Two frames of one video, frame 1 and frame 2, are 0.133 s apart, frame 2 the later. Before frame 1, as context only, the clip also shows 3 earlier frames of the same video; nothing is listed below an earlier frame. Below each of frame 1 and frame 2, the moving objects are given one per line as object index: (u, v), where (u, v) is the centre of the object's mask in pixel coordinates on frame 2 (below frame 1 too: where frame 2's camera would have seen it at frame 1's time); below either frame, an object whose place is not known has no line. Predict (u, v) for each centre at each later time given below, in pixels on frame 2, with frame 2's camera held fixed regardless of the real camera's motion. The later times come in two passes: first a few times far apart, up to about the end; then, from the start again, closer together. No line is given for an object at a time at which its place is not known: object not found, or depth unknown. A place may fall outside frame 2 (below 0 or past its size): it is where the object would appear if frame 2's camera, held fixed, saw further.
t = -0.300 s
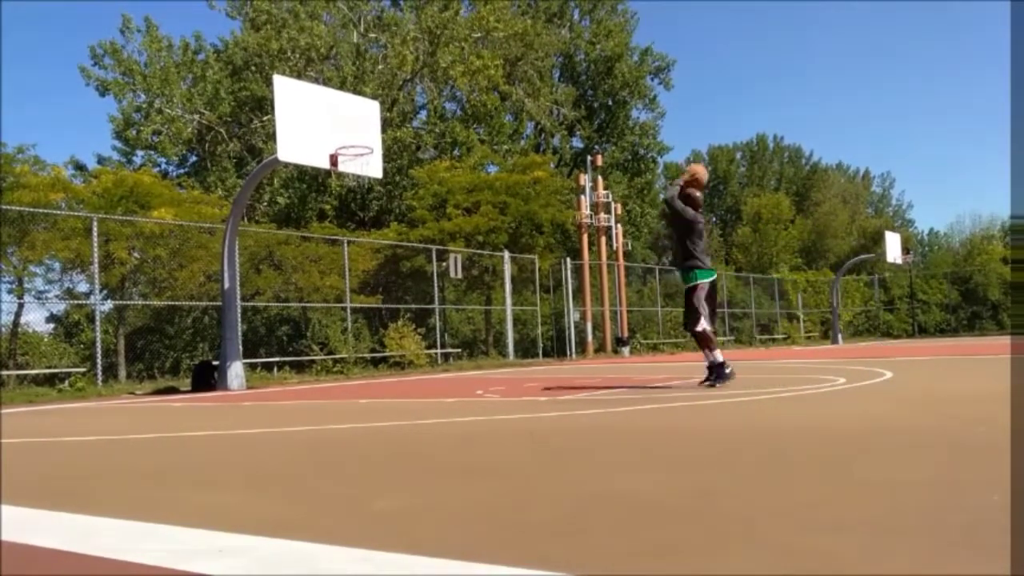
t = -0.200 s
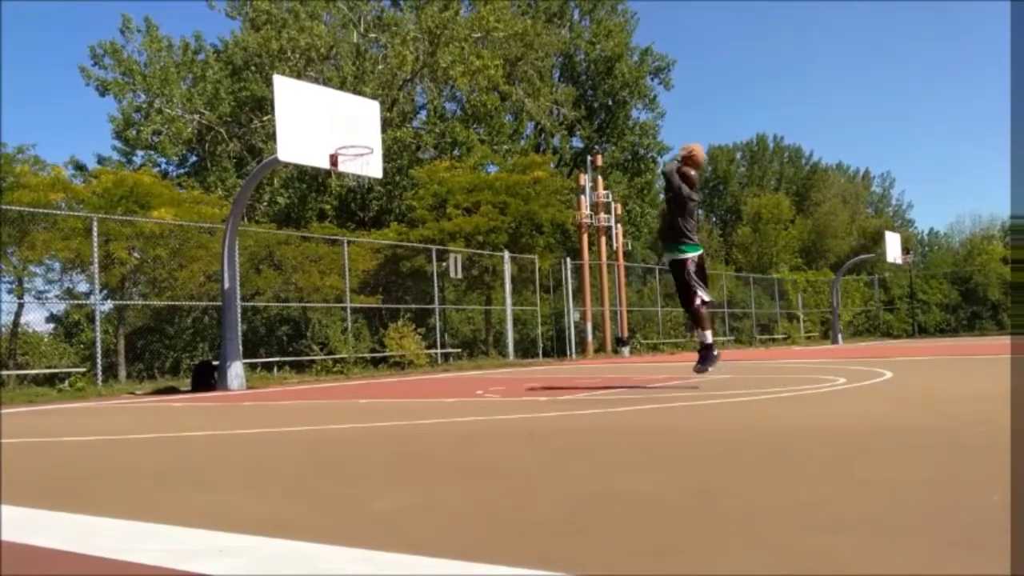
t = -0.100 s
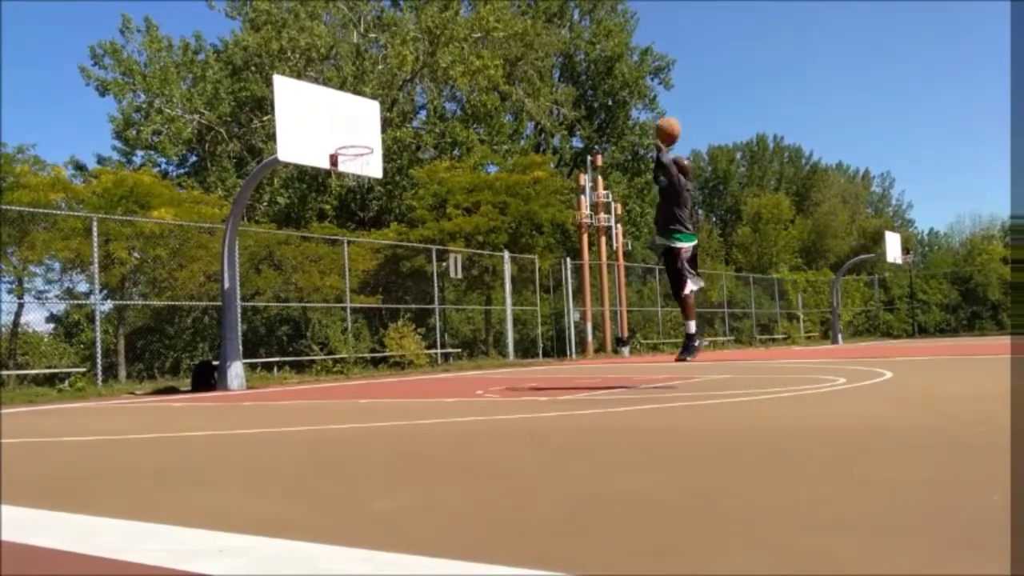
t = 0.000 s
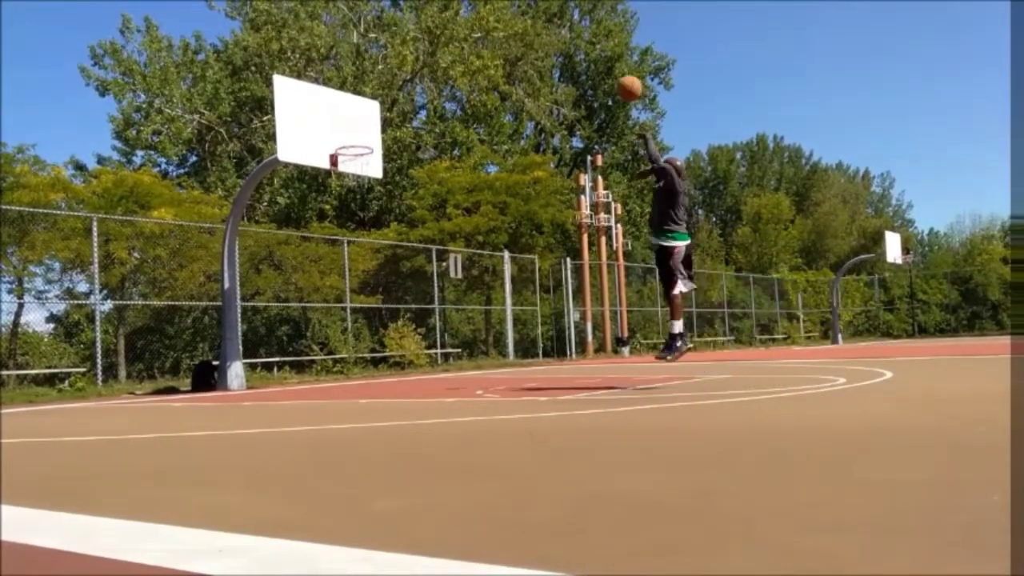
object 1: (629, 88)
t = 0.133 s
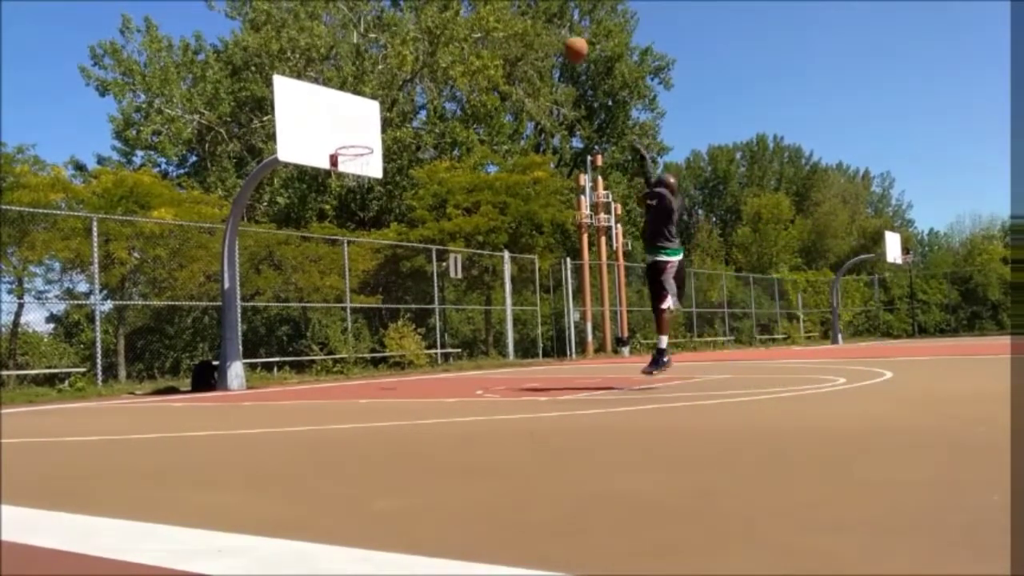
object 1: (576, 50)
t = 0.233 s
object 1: (539, 31)
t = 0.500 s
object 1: (457, 34)
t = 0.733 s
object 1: (395, 83)
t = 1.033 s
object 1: (350, 158)
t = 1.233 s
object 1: (352, 158)
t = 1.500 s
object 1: (356, 175)
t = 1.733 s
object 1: (354, 195)
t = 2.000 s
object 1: (353, 266)
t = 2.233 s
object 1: (354, 370)
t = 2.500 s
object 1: (349, 292)
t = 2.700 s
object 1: (345, 258)
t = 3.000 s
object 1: (342, 265)
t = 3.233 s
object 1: (342, 319)
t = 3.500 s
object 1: (340, 346)
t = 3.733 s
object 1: (333, 300)
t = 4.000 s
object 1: (326, 301)
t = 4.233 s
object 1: (323, 350)
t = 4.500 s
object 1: (319, 336)
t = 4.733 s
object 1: (316, 325)
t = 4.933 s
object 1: (316, 349)
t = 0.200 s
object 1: (551, 36)
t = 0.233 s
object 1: (539, 31)
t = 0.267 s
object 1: (529, 28)
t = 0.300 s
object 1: (517, 27)
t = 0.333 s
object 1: (506, 25)
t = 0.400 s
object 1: (485, 26)
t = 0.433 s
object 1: (475, 28)
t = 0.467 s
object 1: (466, 31)
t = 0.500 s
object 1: (457, 34)
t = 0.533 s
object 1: (446, 39)
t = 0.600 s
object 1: (429, 52)
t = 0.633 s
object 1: (420, 58)
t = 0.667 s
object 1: (412, 66)
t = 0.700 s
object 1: (403, 73)
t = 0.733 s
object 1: (395, 83)
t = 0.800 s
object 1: (380, 103)
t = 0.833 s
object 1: (372, 115)
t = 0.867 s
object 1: (365, 127)
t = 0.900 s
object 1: (357, 138)
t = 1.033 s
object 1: (350, 158)
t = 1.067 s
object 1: (350, 158)
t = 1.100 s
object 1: (350, 158)
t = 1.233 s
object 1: (352, 158)
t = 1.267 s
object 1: (353, 159)
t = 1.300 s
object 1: (353, 160)
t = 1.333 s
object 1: (354, 162)
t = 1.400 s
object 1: (354, 168)
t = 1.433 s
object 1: (355, 171)
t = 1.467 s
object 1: (355, 173)
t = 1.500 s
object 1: (356, 175)
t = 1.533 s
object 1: (356, 177)
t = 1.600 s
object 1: (355, 182)
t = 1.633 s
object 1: (355, 184)
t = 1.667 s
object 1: (355, 186)
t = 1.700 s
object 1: (355, 190)
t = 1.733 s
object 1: (354, 195)
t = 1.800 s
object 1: (354, 208)
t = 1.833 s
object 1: (354, 215)
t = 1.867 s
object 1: (354, 224)
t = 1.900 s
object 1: (354, 233)
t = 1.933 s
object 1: (354, 243)
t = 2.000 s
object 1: (353, 266)
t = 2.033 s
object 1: (354, 278)
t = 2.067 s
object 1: (354, 292)
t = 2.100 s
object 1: (354, 306)
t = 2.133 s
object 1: (354, 320)
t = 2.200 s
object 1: (354, 353)
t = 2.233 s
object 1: (354, 370)
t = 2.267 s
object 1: (354, 374)
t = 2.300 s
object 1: (354, 359)
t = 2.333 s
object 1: (352, 346)
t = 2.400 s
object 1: (351, 322)
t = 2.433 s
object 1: (350, 311)
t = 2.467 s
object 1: (349, 301)
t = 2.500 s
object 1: (349, 292)
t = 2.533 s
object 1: (348, 285)
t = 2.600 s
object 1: (347, 271)
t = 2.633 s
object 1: (346, 266)
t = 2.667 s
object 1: (346, 262)
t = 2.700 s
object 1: (345, 258)
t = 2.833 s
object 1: (344, 253)
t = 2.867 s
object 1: (344, 253)
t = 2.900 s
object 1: (344, 255)
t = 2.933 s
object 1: (343, 257)
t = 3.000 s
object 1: (342, 265)
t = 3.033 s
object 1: (342, 270)
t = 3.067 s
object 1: (342, 276)
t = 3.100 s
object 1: (342, 283)
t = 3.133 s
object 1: (342, 290)
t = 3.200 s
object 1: (342, 309)
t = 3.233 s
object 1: (342, 319)
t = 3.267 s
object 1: (342, 330)
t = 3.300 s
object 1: (342, 342)
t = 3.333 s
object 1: (342, 356)
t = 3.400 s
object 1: (342, 380)
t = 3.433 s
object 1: (342, 368)
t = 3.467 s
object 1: (340, 356)
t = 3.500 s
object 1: (340, 346)
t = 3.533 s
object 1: (339, 336)
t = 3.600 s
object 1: (336, 321)
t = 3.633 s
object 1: (336, 315)
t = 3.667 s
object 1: (334, 309)
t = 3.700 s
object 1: (334, 304)
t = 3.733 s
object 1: (333, 300)
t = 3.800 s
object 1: (331, 295)
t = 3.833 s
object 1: (331, 294)
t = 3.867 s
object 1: (330, 294)
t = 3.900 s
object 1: (330, 294)
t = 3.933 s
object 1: (329, 296)
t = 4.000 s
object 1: (326, 301)
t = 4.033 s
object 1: (326, 306)
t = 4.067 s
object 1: (326, 311)
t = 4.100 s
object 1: (326, 316)
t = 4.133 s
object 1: (324, 324)
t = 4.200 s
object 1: (324, 340)
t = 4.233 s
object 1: (323, 350)
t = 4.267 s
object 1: (323, 361)
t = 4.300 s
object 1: (322, 373)
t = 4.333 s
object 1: (322, 382)
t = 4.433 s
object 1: (320, 347)
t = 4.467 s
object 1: (320, 340)
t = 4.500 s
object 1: (319, 336)
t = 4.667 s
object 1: (317, 325)
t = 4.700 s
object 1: (317, 325)
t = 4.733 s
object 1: (316, 325)
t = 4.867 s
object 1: (316, 337)
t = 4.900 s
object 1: (316, 342)
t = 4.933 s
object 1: (316, 349)
